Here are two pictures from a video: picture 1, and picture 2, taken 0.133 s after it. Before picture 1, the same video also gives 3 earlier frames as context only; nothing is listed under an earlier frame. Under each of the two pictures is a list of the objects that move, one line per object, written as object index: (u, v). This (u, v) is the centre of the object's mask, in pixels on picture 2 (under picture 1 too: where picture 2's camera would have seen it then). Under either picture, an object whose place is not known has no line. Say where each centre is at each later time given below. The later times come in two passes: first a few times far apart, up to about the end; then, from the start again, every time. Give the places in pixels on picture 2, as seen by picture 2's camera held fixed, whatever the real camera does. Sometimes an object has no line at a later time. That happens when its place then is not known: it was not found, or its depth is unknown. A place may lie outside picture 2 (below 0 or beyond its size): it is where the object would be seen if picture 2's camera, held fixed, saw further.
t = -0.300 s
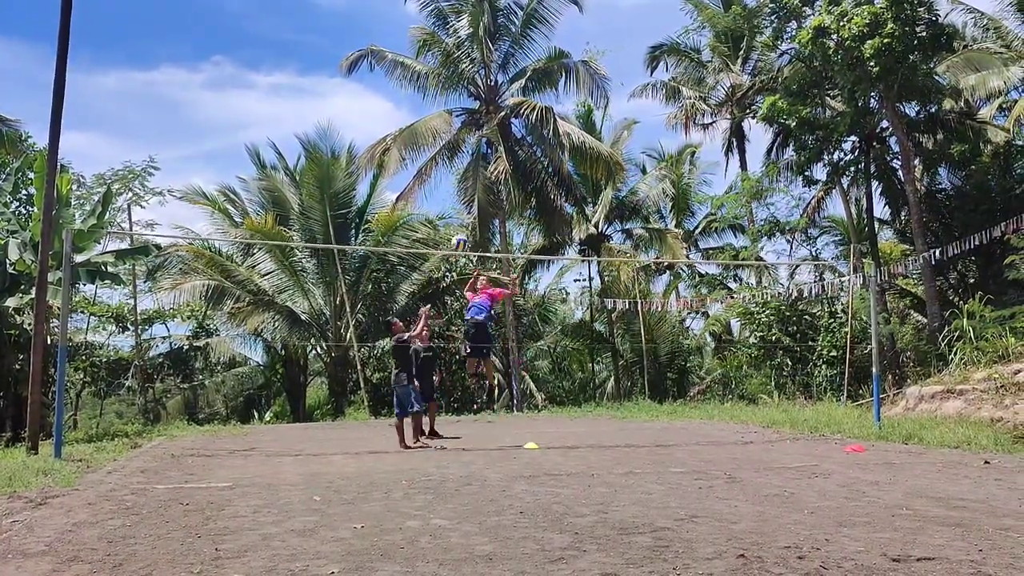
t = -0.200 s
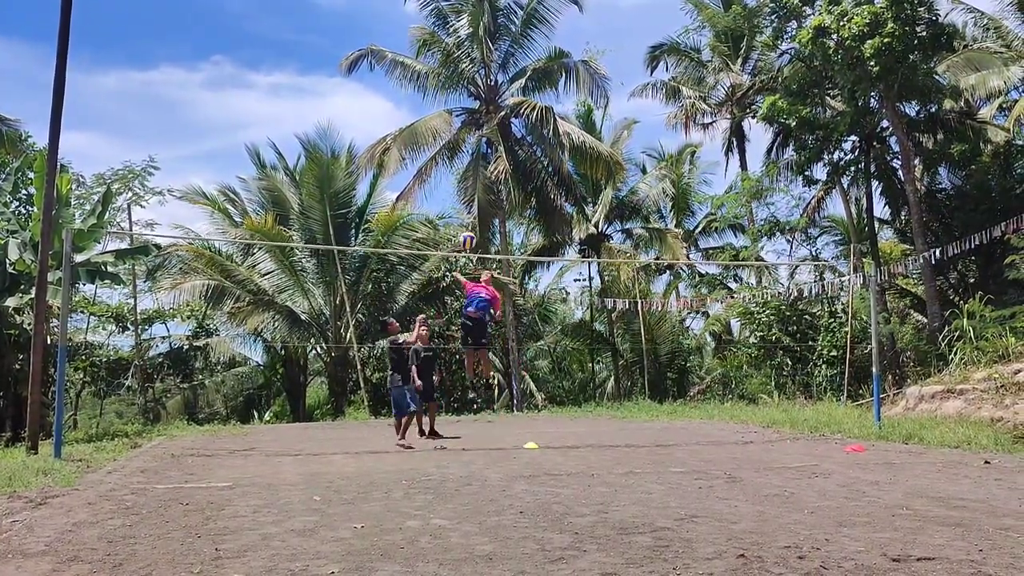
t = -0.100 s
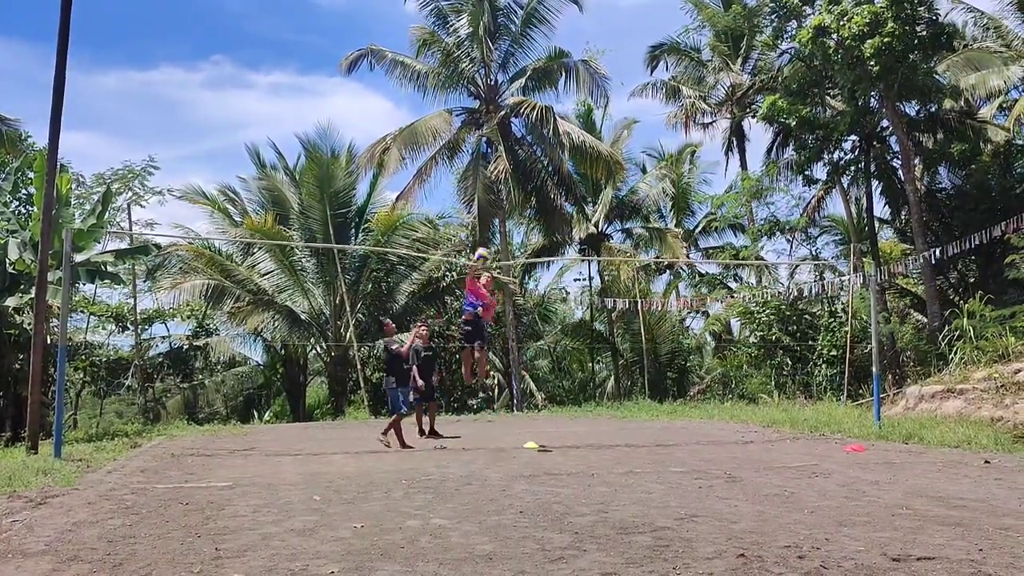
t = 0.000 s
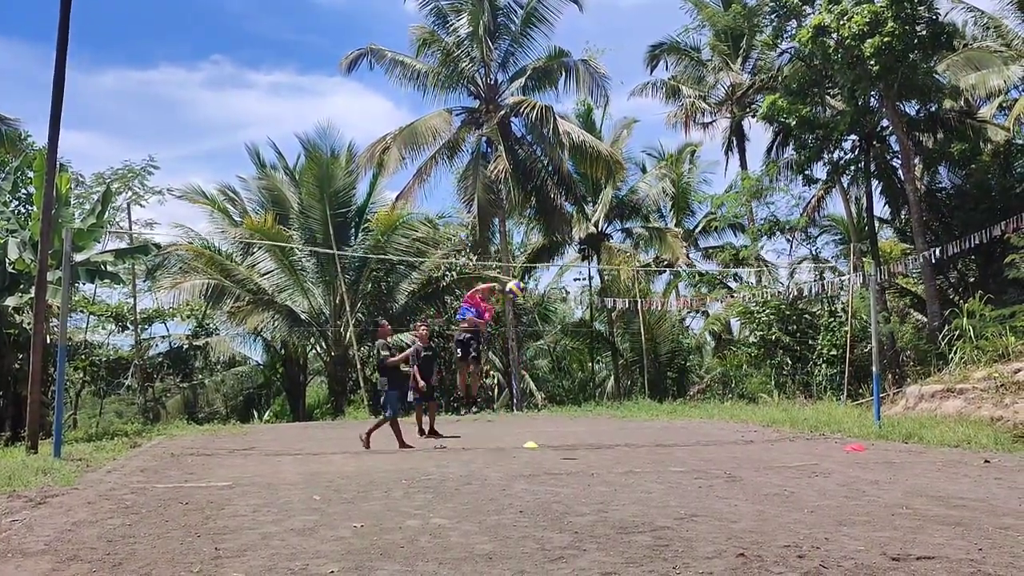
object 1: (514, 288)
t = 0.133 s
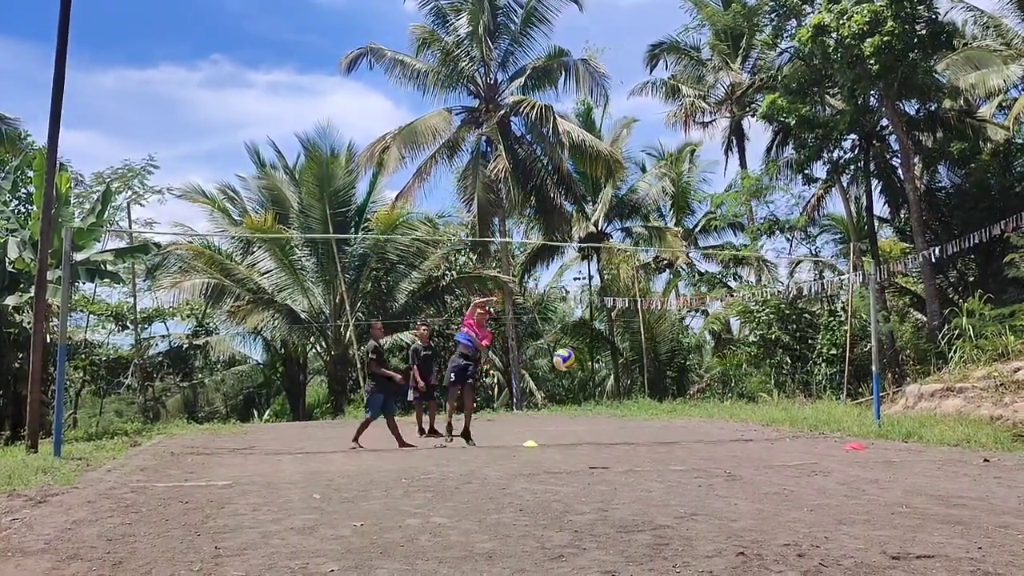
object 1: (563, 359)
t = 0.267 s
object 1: (623, 471)
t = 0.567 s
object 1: (794, 255)
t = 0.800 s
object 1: (1007, 121)
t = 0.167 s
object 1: (578, 383)
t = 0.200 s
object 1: (592, 411)
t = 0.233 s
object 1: (608, 439)
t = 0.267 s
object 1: (623, 471)
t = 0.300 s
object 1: (639, 447)
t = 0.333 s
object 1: (654, 419)
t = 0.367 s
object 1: (671, 394)
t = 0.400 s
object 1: (690, 370)
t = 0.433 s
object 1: (708, 345)
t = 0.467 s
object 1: (728, 322)
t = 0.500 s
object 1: (749, 298)
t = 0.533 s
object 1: (771, 275)
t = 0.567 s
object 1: (794, 255)
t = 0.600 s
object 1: (820, 234)
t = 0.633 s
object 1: (845, 213)
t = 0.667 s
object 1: (874, 192)
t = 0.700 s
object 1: (904, 173)
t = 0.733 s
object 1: (935, 154)
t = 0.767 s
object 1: (972, 136)
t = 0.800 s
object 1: (1007, 121)
